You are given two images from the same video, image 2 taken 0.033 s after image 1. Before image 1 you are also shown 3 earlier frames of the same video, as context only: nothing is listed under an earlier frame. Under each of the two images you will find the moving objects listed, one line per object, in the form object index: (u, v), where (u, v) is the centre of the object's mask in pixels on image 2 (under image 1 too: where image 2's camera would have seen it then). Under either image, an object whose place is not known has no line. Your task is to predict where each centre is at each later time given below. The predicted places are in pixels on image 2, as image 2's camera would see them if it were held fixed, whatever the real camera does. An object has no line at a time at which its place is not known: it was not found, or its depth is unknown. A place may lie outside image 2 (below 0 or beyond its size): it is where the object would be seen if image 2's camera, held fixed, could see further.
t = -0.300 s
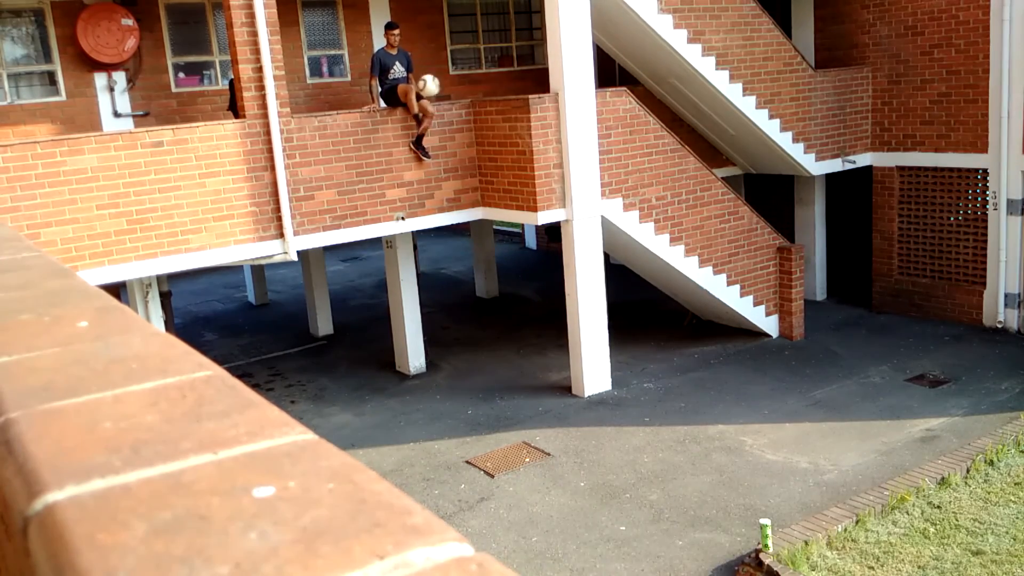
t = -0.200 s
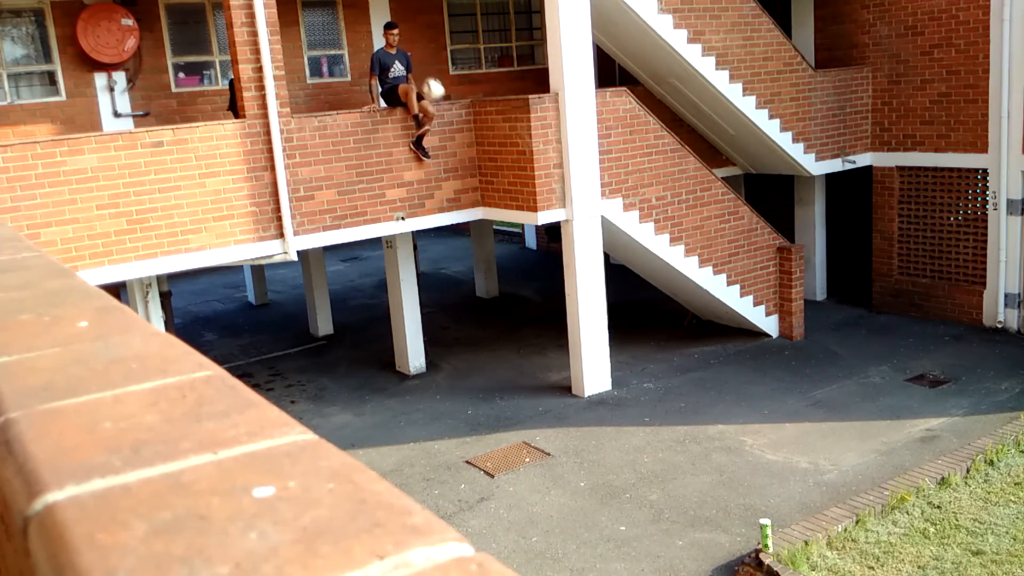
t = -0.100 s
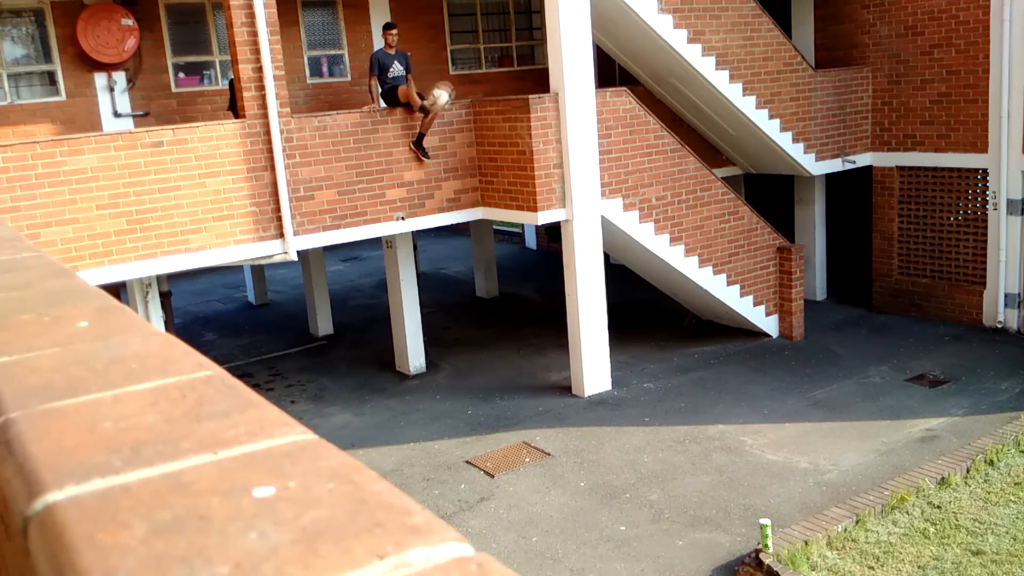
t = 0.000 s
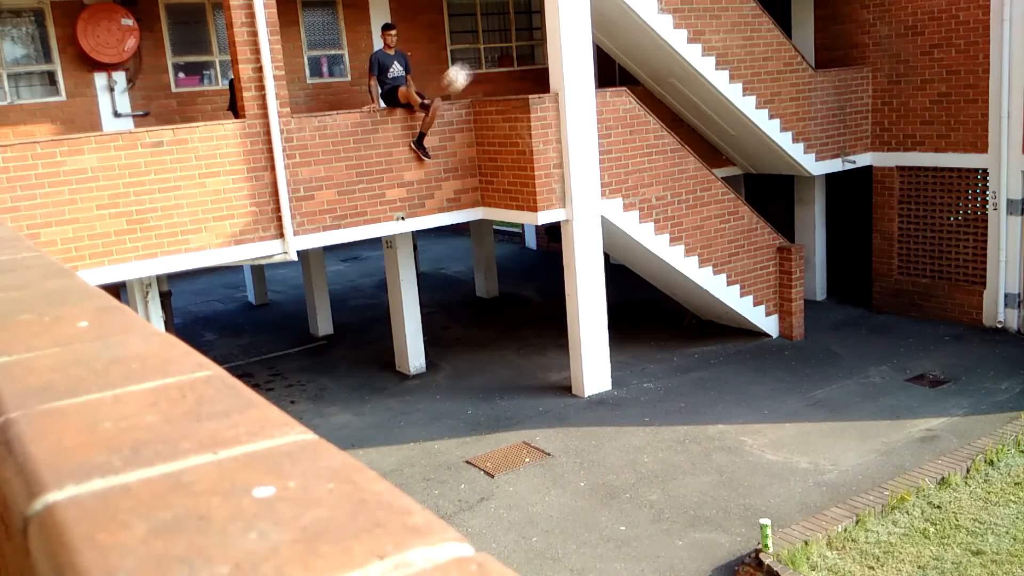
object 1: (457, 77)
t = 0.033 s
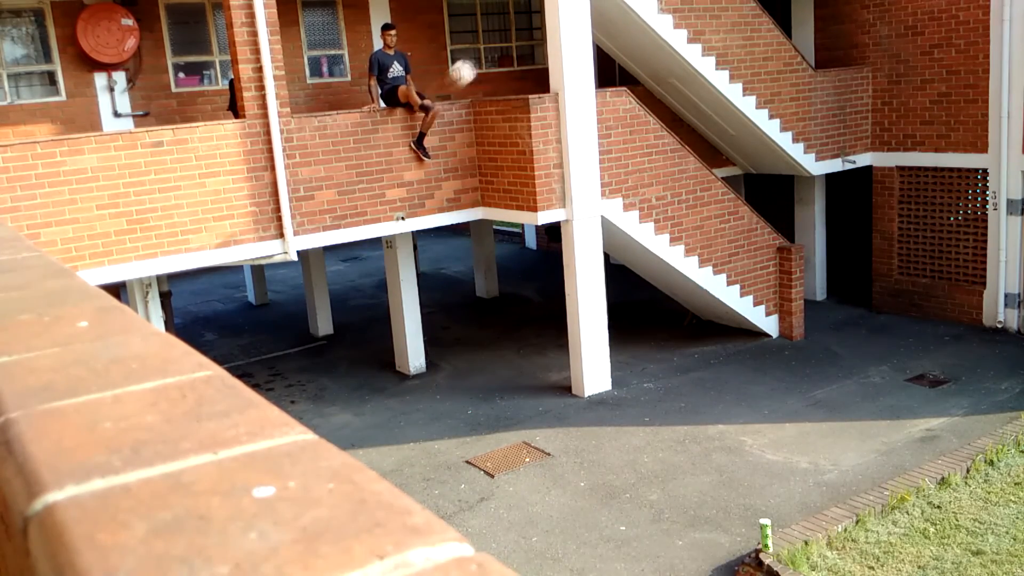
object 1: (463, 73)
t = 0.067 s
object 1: (469, 68)
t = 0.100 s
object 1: (476, 66)
